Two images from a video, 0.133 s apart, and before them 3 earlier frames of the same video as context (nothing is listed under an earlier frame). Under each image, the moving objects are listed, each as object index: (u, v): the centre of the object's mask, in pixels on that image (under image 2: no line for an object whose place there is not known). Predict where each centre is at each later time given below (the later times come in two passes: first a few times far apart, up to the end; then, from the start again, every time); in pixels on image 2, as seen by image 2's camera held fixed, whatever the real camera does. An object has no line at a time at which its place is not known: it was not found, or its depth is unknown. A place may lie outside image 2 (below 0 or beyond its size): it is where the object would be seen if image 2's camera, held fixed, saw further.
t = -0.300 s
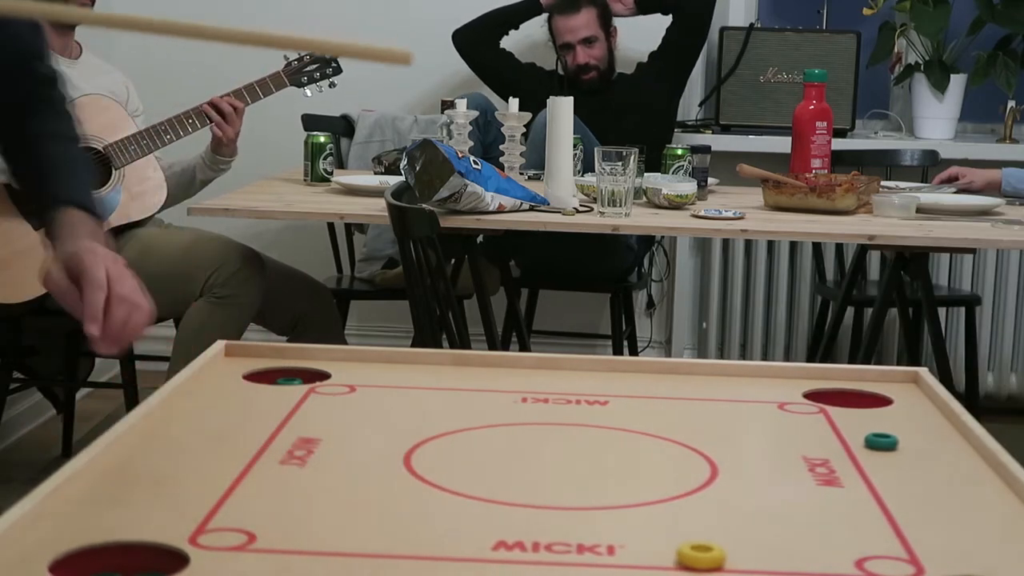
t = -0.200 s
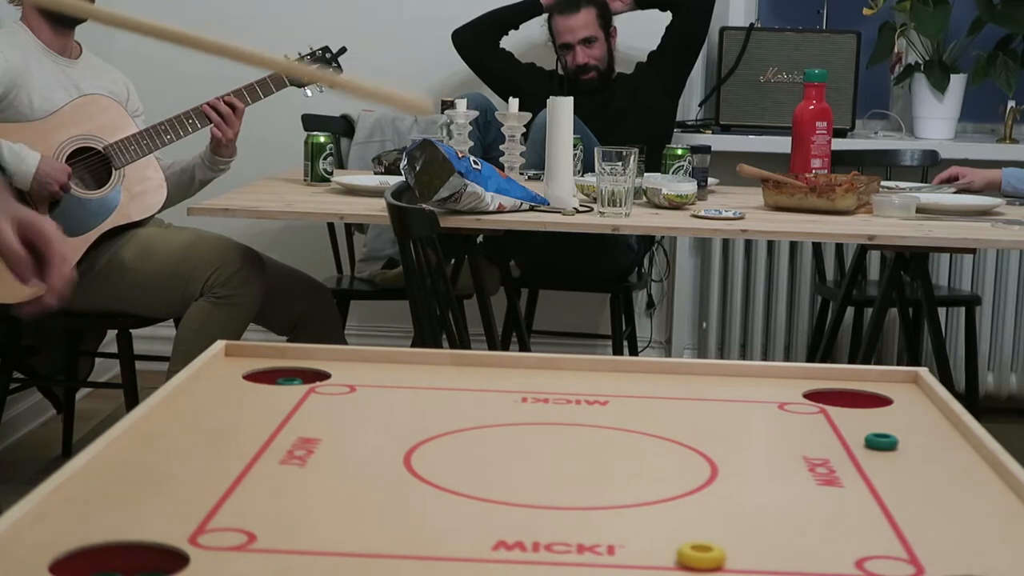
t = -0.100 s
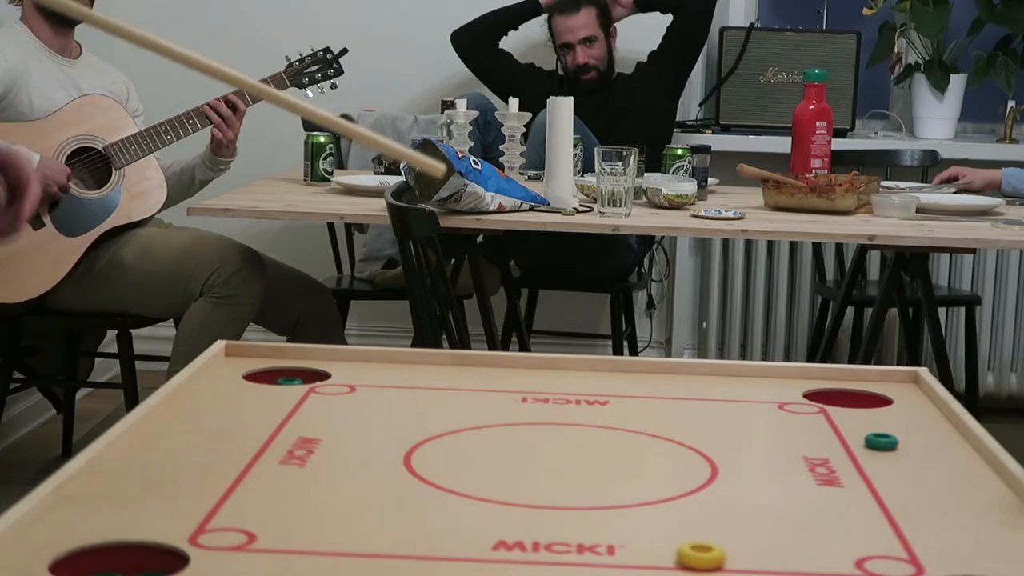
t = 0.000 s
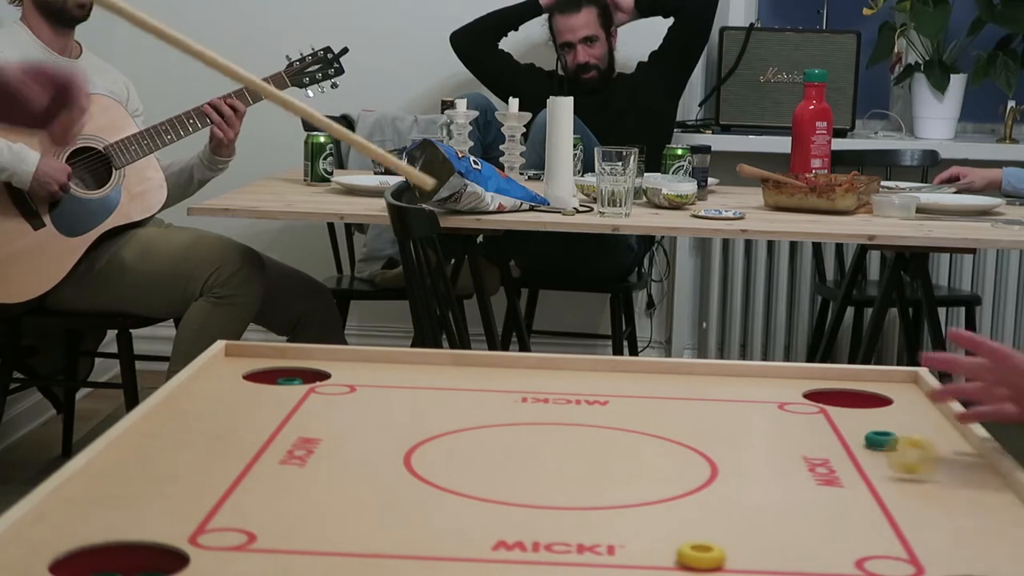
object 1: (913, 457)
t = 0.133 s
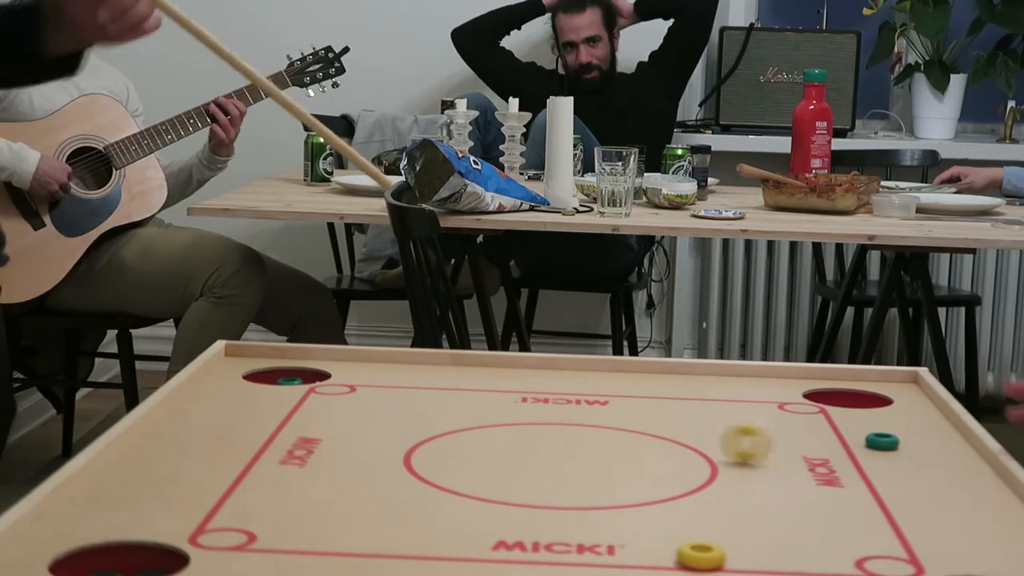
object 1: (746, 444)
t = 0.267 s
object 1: (591, 429)
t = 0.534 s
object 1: (321, 394)
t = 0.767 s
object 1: (226, 358)
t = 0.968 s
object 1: (264, 374)
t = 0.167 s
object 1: (705, 439)
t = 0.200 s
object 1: (663, 436)
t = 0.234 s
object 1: (627, 433)
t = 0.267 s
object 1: (591, 429)
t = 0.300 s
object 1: (550, 425)
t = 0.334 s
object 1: (517, 420)
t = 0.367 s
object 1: (483, 416)
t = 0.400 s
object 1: (445, 412)
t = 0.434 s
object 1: (415, 407)
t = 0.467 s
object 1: (384, 404)
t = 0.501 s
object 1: (349, 399)
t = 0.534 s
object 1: (321, 394)
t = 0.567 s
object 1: (293, 388)
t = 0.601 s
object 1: (262, 384)
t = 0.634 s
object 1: (235, 381)
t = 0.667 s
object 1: (209, 378)
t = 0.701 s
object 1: (206, 364)
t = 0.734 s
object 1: (217, 355)
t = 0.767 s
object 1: (226, 358)
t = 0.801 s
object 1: (236, 368)
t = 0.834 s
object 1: (240, 366)
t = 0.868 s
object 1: (242, 372)
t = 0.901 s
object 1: (250, 371)
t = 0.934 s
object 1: (257, 372)
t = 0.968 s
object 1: (264, 374)
